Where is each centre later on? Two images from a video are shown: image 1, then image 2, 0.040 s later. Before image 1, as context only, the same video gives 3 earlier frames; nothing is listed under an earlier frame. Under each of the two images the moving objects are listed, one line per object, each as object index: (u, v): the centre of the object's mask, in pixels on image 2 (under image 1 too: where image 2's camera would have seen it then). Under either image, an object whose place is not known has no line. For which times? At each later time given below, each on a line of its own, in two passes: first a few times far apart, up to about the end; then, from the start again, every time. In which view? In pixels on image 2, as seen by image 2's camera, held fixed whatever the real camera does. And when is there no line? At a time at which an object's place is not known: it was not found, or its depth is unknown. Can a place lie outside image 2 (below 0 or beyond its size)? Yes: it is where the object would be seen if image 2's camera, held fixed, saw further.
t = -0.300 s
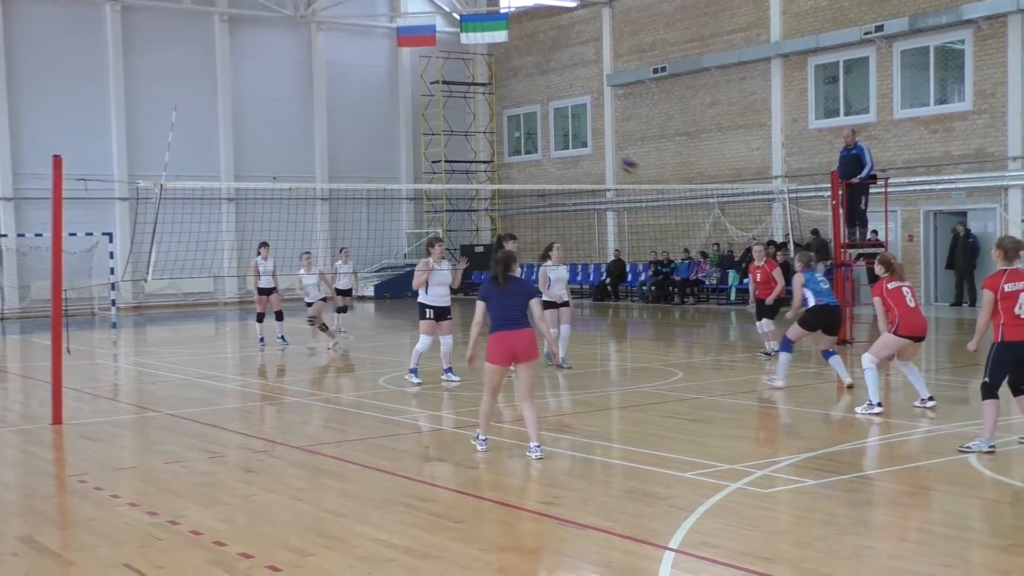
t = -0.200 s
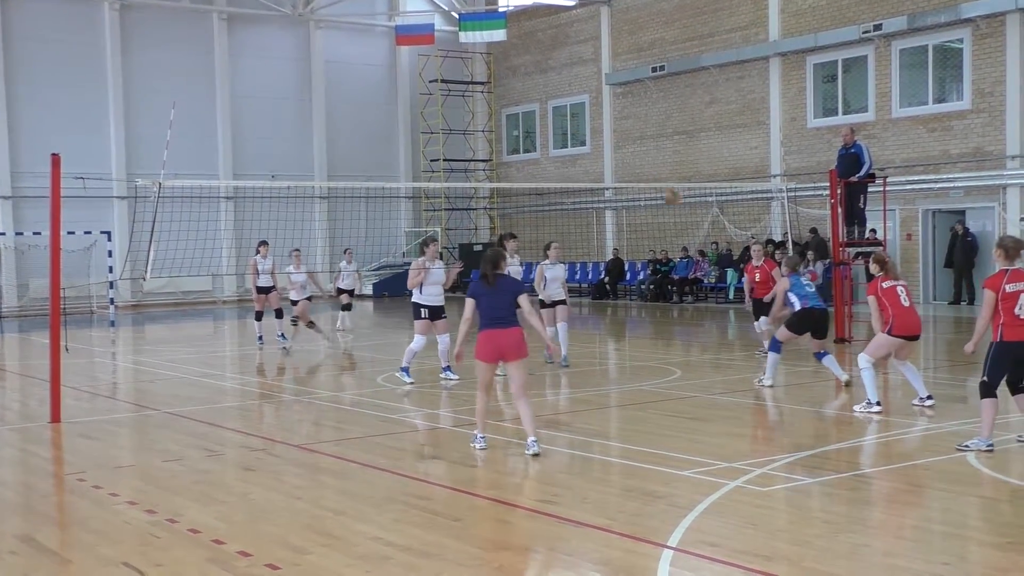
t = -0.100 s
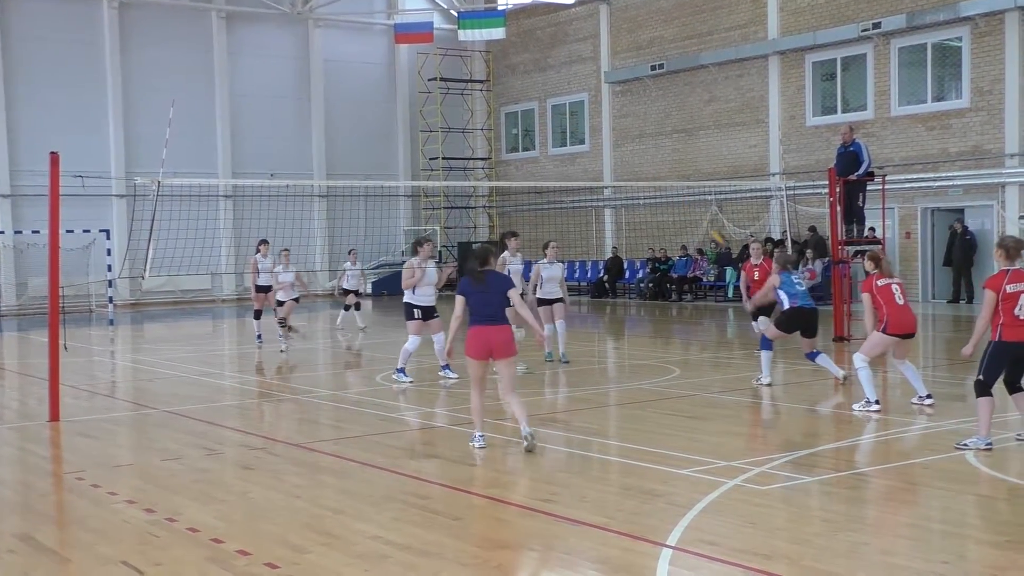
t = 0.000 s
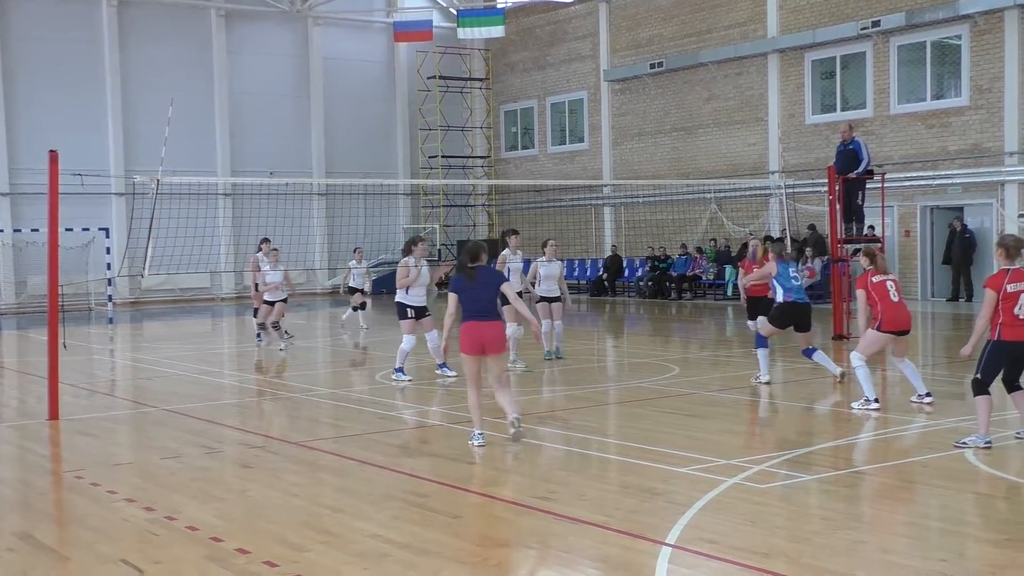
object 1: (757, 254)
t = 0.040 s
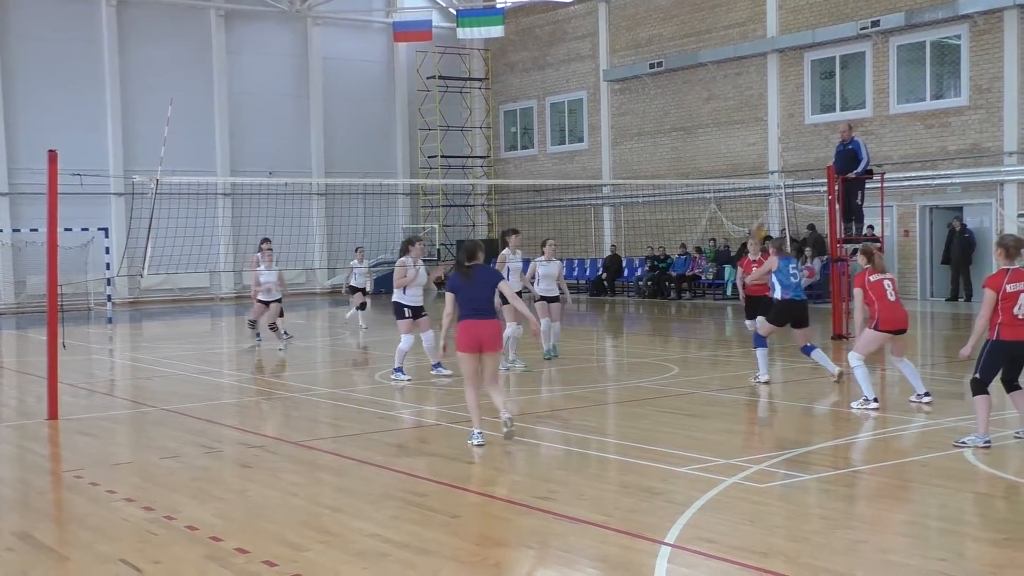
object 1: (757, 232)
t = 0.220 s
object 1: (769, 151)
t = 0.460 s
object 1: (782, 89)
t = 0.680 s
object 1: (796, 77)
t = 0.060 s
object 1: (758, 224)
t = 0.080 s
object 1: (760, 214)
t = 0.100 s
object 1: (760, 205)
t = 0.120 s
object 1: (762, 193)
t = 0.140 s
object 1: (763, 184)
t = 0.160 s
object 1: (765, 175)
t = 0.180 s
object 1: (766, 168)
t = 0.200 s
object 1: (767, 159)
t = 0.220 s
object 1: (769, 151)
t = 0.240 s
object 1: (770, 143)
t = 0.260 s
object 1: (770, 137)
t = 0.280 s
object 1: (771, 131)
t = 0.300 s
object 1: (772, 125)
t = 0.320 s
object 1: (774, 118)
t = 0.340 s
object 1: (776, 112)
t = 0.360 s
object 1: (777, 108)
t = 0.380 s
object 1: (777, 104)
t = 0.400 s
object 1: (779, 100)
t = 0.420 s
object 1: (780, 96)
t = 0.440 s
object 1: (781, 92)
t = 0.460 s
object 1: (782, 89)
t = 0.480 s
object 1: (784, 85)
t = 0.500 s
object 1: (785, 83)
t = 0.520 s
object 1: (786, 81)
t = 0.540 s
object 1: (787, 80)
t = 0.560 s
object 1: (789, 78)
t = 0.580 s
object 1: (790, 76)
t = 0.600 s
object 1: (792, 76)
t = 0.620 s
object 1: (793, 76)
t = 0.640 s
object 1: (794, 76)
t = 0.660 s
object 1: (795, 76)
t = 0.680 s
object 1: (796, 77)
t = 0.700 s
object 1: (798, 78)
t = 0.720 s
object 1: (799, 79)
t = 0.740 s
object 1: (801, 80)
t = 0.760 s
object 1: (802, 83)
